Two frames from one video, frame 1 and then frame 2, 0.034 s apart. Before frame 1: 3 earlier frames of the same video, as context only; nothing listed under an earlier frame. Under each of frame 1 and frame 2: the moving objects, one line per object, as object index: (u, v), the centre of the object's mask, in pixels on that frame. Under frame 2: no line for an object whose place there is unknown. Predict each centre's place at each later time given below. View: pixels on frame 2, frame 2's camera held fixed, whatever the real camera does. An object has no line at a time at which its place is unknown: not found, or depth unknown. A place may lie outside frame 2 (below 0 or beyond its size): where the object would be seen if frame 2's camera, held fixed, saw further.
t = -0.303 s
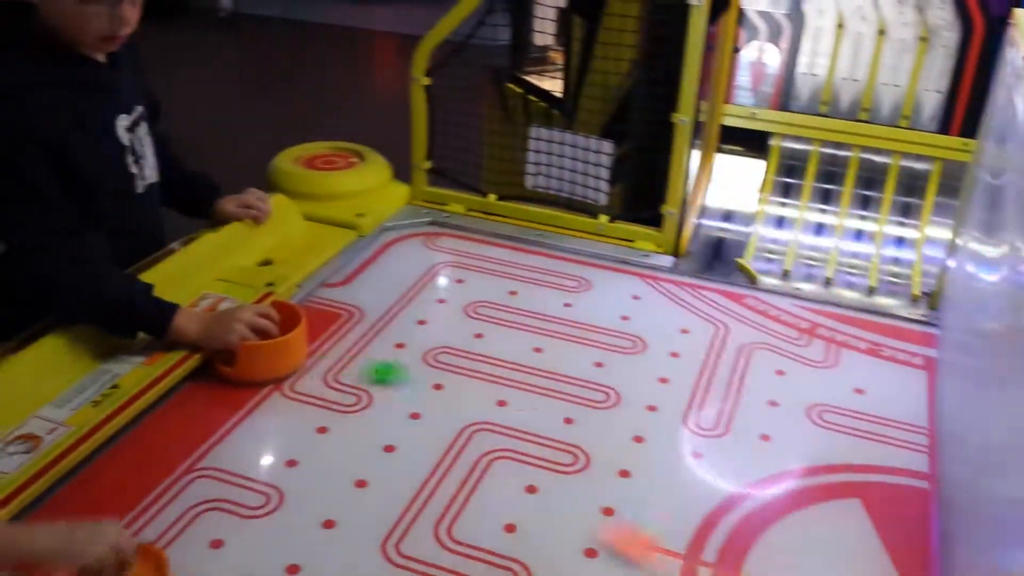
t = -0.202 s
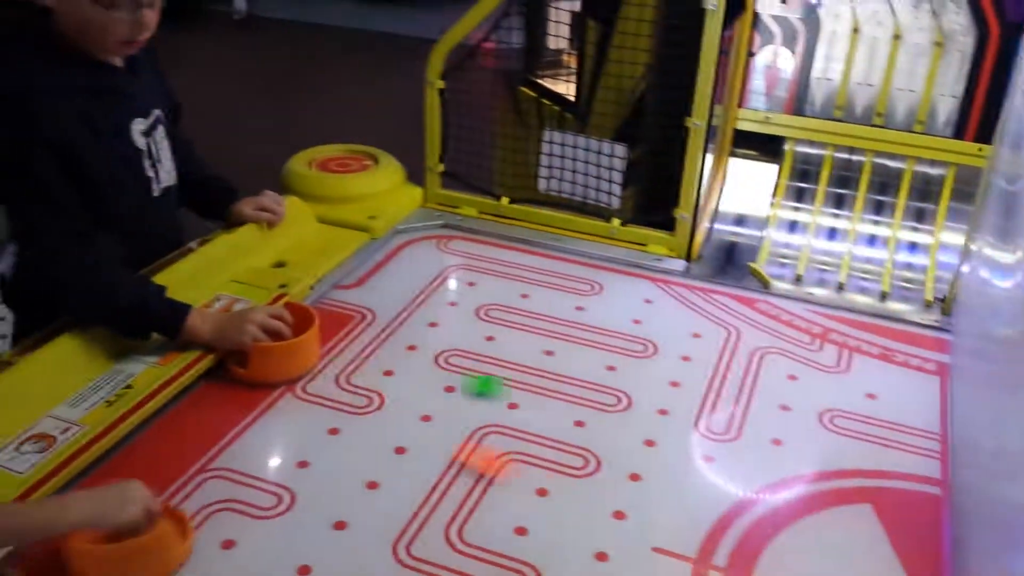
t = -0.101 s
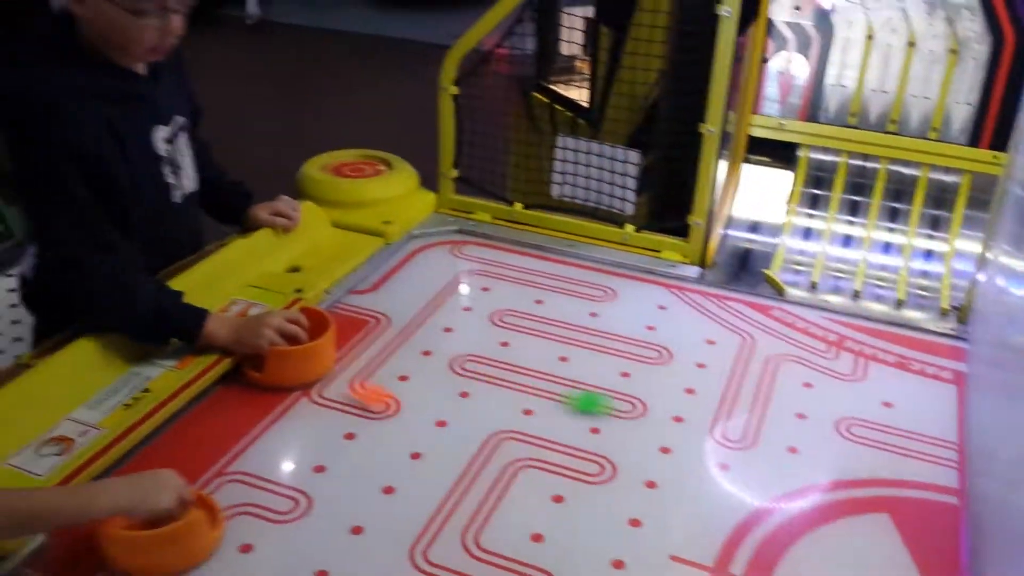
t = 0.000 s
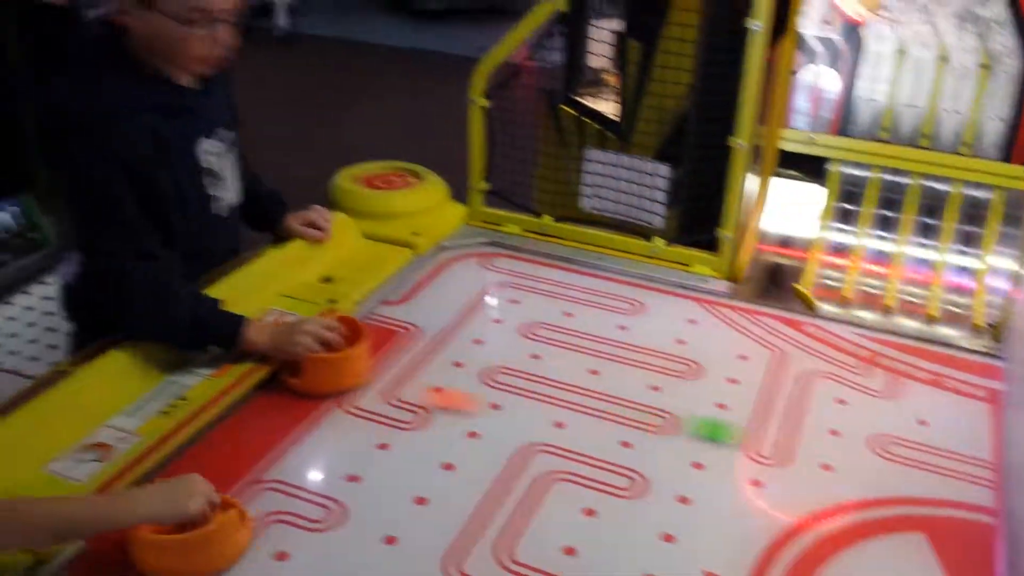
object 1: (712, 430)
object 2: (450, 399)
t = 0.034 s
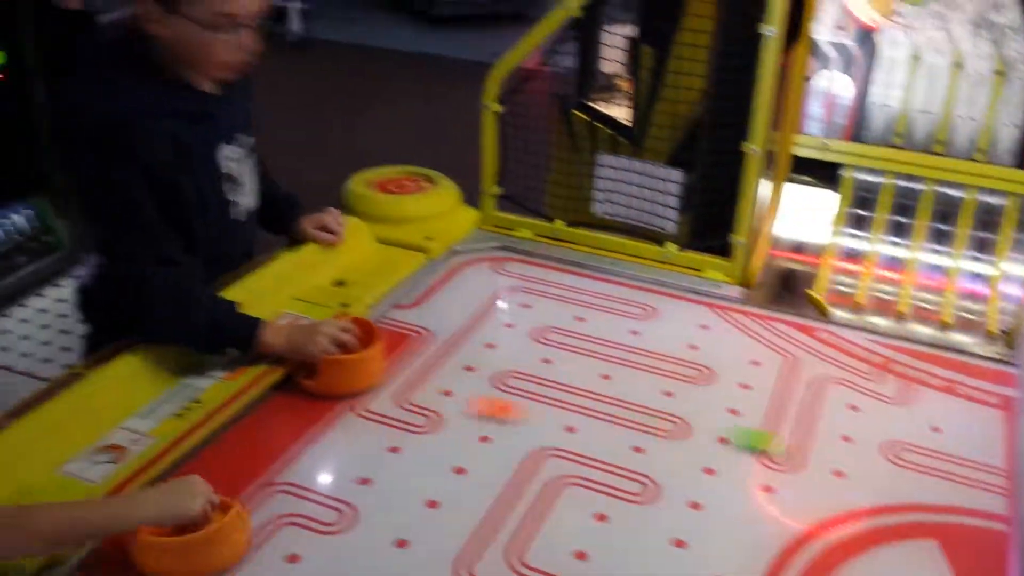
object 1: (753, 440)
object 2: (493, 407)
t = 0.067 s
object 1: (789, 446)
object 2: (526, 412)
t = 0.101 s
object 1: (820, 450)
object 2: (564, 417)
